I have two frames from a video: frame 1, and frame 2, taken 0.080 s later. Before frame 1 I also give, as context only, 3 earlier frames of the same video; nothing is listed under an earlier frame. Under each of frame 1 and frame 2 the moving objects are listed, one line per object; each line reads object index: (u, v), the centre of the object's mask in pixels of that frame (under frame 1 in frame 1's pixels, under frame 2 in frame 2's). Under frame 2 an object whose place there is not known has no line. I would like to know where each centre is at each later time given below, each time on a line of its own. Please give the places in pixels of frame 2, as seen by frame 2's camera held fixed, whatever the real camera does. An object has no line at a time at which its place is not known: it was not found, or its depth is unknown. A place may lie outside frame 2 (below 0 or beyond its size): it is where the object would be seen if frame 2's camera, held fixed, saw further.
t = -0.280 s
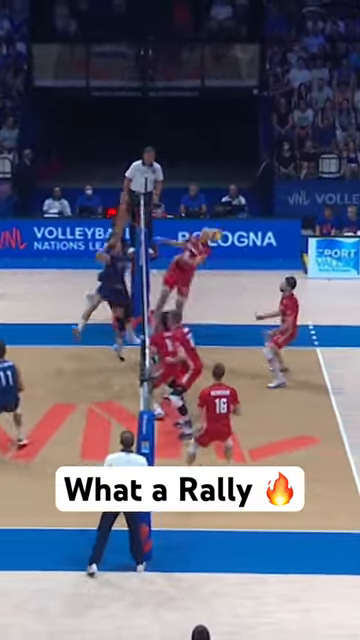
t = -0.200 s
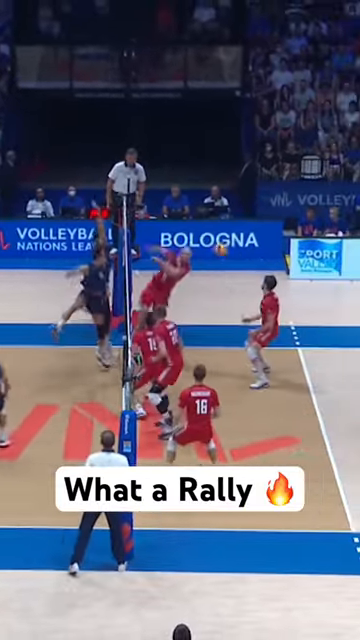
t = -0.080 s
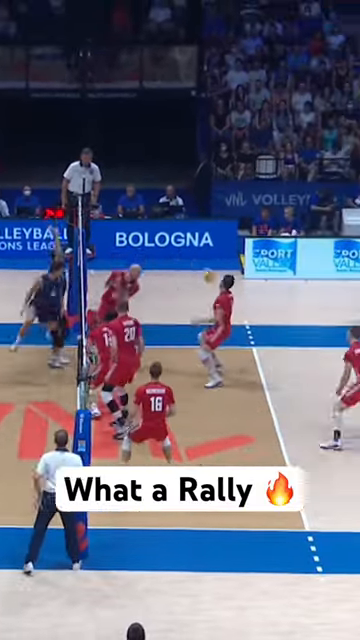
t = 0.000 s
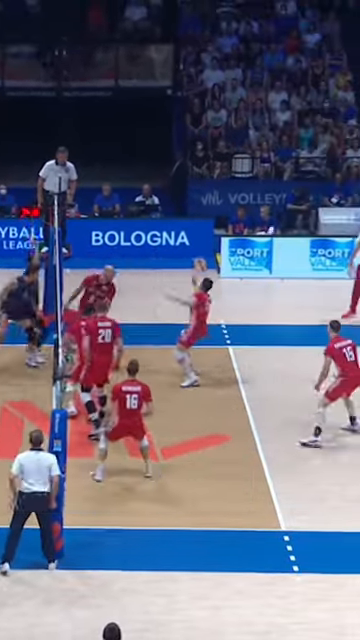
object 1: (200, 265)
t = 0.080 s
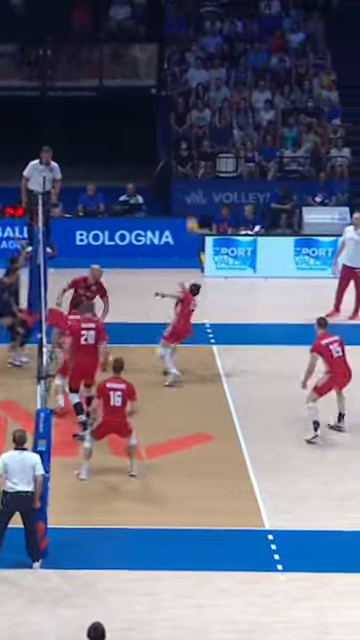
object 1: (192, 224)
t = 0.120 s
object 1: (195, 207)
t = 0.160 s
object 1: (200, 190)
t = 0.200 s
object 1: (204, 175)
